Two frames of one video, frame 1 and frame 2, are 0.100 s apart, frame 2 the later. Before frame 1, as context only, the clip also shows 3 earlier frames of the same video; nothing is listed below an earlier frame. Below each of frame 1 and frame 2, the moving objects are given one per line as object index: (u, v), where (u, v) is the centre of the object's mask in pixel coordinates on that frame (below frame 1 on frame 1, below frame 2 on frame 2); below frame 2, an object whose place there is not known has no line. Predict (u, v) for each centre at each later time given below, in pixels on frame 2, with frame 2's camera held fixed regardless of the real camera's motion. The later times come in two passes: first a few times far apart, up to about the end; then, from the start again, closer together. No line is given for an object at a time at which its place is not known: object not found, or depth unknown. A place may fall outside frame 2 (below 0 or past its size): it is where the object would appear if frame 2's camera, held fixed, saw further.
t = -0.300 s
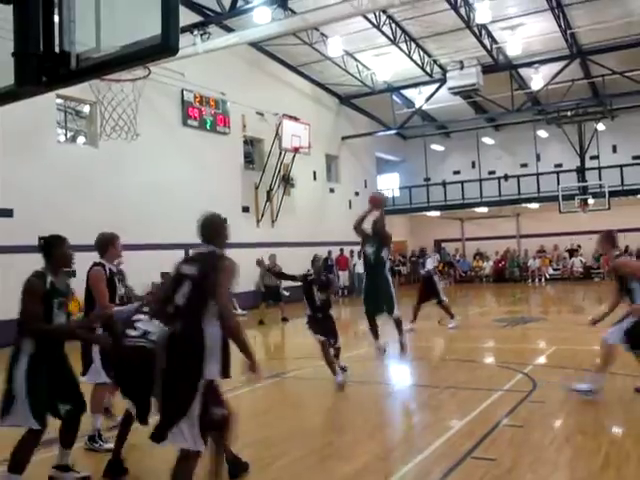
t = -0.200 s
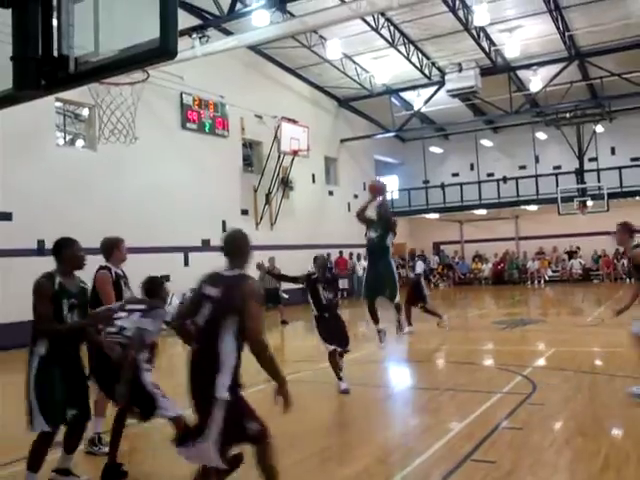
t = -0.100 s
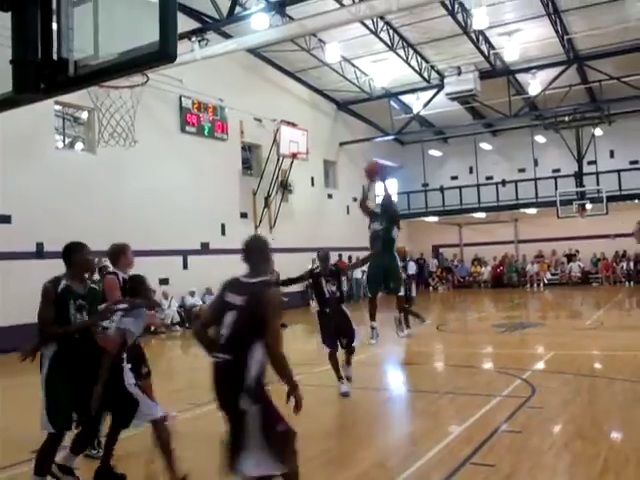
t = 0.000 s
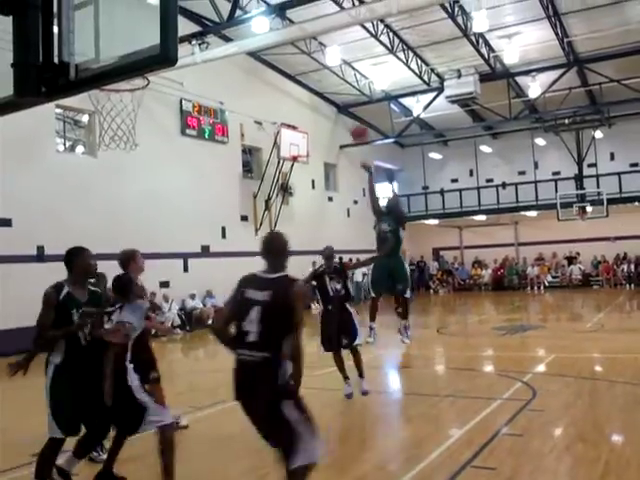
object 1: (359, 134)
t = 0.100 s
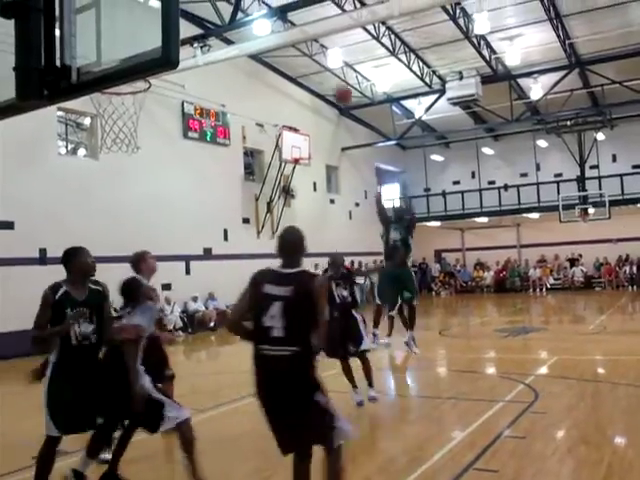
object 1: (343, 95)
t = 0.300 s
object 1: (300, 32)
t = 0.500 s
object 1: (253, 1)
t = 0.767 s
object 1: (185, 2)
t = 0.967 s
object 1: (102, 61)
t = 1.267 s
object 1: (114, 37)
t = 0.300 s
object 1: (300, 32)
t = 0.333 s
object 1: (293, 23)
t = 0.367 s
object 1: (288, 16)
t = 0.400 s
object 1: (278, 10)
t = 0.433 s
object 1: (269, 3)
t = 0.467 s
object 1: (261, 2)
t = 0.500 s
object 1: (253, 1)
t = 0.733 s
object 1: (191, -1)
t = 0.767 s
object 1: (185, 2)
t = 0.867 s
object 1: (141, 28)
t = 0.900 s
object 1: (128, 38)
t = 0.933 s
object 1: (116, 50)
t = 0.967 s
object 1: (102, 61)
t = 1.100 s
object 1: (100, 62)
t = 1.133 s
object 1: (96, 59)
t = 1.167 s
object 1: (102, 53)
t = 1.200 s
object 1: (105, 48)
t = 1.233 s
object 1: (113, 42)
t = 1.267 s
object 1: (114, 37)
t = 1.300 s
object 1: (117, 33)
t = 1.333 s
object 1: (119, 31)
